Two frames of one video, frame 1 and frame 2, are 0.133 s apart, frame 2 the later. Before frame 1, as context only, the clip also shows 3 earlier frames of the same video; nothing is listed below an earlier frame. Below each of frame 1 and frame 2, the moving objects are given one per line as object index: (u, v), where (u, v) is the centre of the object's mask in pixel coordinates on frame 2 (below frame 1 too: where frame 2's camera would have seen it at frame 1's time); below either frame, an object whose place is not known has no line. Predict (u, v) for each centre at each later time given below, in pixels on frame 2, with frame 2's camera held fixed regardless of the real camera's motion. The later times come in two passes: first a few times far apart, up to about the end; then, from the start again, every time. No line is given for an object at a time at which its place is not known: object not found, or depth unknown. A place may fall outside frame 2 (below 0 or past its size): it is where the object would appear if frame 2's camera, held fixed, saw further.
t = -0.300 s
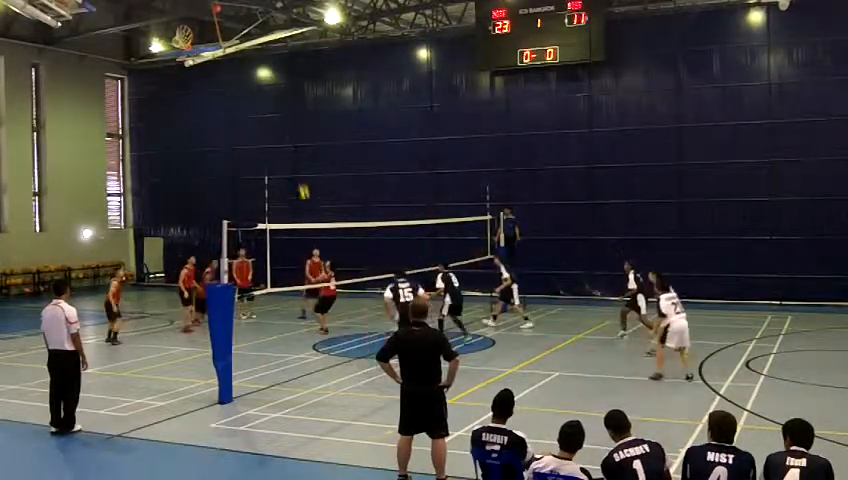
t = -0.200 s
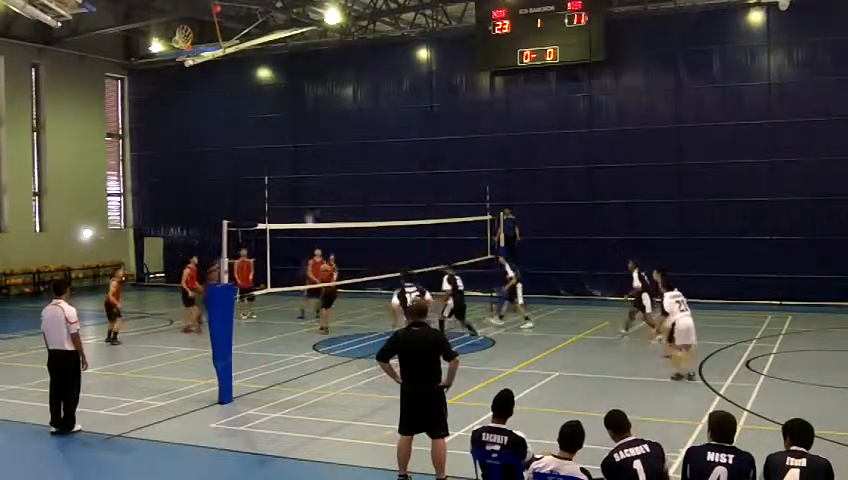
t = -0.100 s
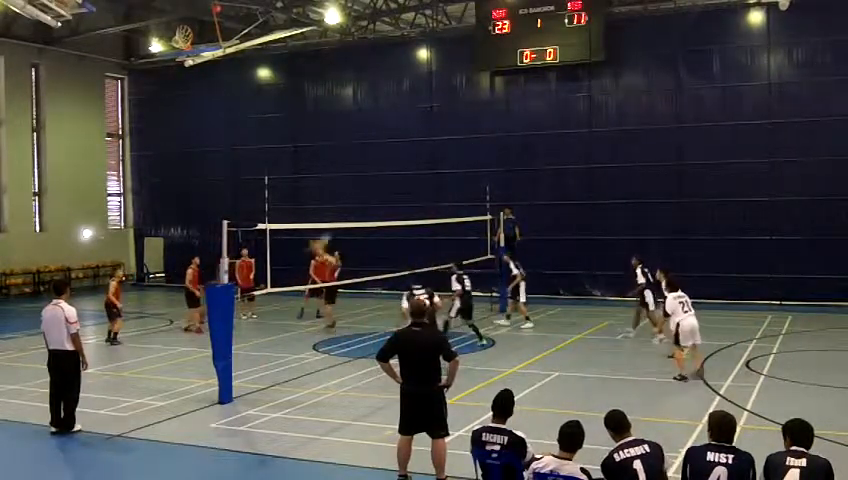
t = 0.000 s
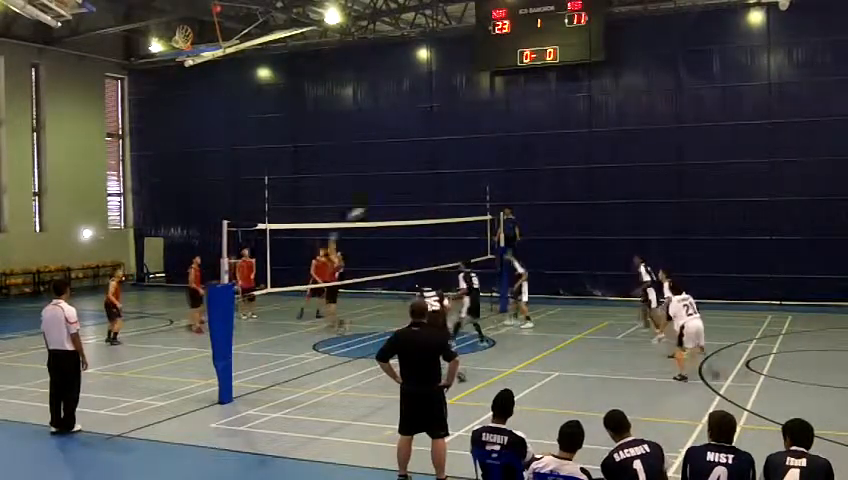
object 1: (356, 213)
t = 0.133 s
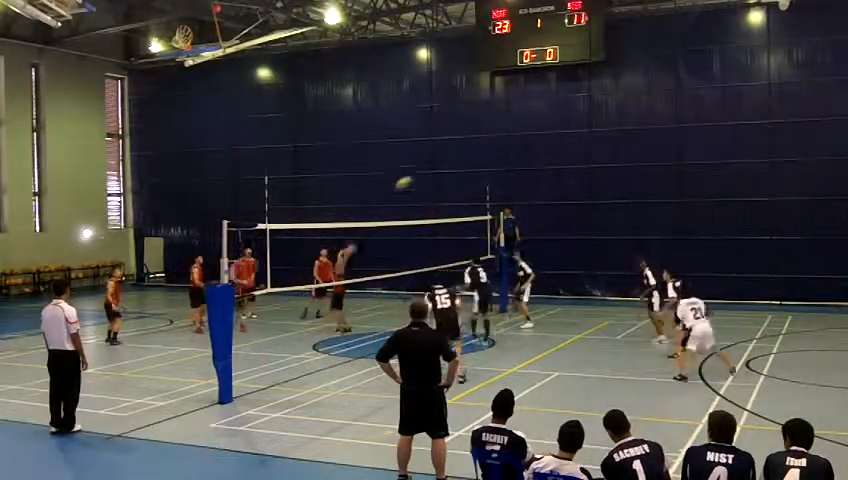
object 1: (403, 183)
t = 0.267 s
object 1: (455, 159)
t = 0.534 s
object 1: (557, 140)
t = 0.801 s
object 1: (666, 158)
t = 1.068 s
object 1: (777, 217)
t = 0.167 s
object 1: (415, 176)
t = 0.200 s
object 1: (427, 170)
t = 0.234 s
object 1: (440, 164)
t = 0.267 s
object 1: (455, 159)
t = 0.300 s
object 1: (466, 155)
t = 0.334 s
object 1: (479, 152)
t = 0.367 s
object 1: (491, 148)
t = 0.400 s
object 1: (504, 145)
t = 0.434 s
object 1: (517, 143)
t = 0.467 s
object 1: (531, 141)
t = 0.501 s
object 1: (543, 140)
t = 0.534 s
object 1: (557, 140)
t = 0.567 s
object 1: (570, 140)
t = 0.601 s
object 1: (584, 141)
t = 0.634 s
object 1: (597, 142)
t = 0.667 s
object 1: (611, 145)
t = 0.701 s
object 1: (624, 147)
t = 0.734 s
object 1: (639, 150)
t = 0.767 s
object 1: (652, 154)
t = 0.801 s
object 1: (666, 158)
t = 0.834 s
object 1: (680, 163)
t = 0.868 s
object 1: (694, 169)
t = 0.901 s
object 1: (709, 176)
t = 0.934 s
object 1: (722, 183)
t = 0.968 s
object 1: (736, 190)
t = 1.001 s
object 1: (749, 199)
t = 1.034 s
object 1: (763, 208)
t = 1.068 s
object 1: (777, 217)
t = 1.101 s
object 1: (791, 229)
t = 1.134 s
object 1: (806, 240)
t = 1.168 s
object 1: (818, 250)
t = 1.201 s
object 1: (832, 262)
